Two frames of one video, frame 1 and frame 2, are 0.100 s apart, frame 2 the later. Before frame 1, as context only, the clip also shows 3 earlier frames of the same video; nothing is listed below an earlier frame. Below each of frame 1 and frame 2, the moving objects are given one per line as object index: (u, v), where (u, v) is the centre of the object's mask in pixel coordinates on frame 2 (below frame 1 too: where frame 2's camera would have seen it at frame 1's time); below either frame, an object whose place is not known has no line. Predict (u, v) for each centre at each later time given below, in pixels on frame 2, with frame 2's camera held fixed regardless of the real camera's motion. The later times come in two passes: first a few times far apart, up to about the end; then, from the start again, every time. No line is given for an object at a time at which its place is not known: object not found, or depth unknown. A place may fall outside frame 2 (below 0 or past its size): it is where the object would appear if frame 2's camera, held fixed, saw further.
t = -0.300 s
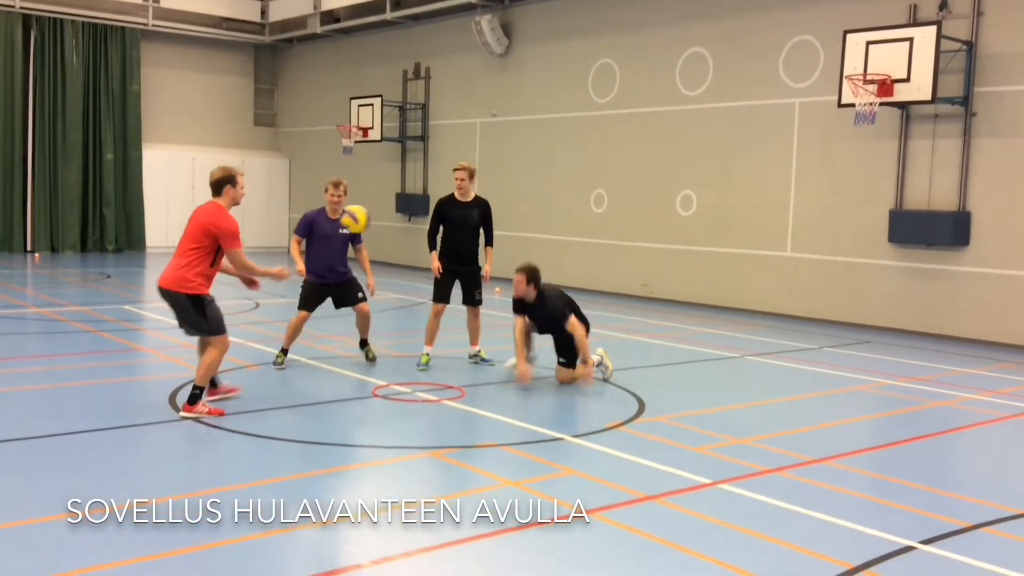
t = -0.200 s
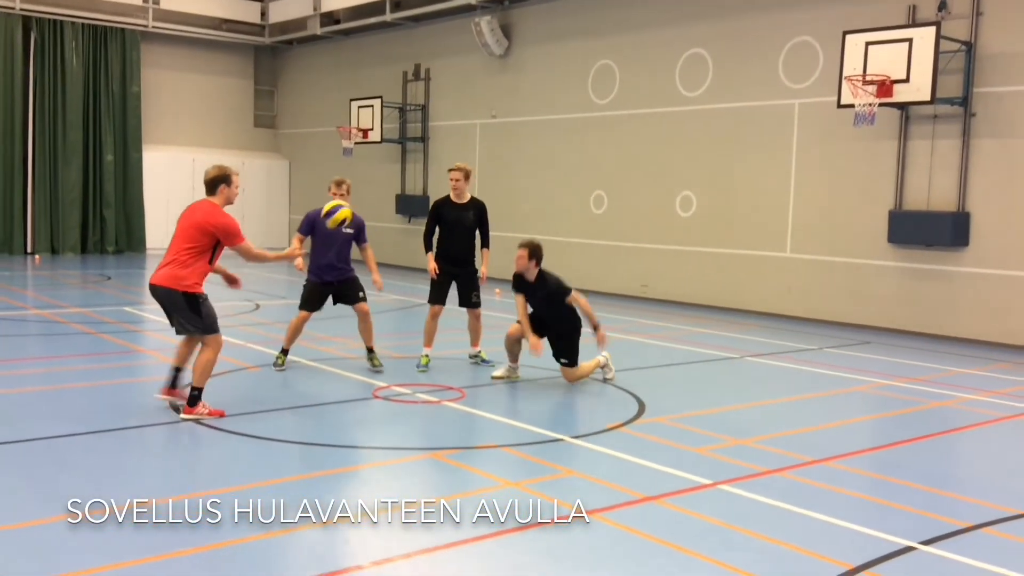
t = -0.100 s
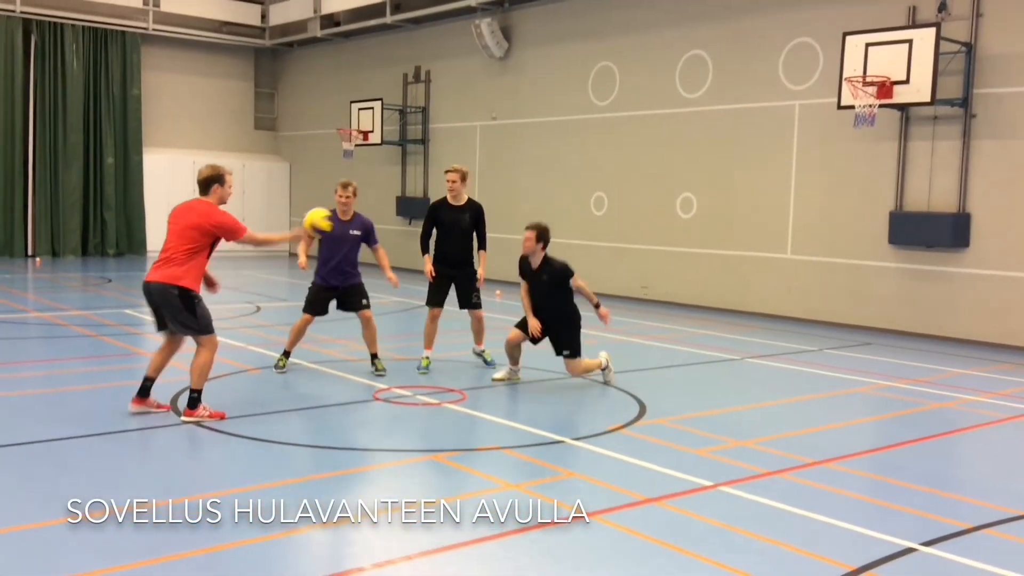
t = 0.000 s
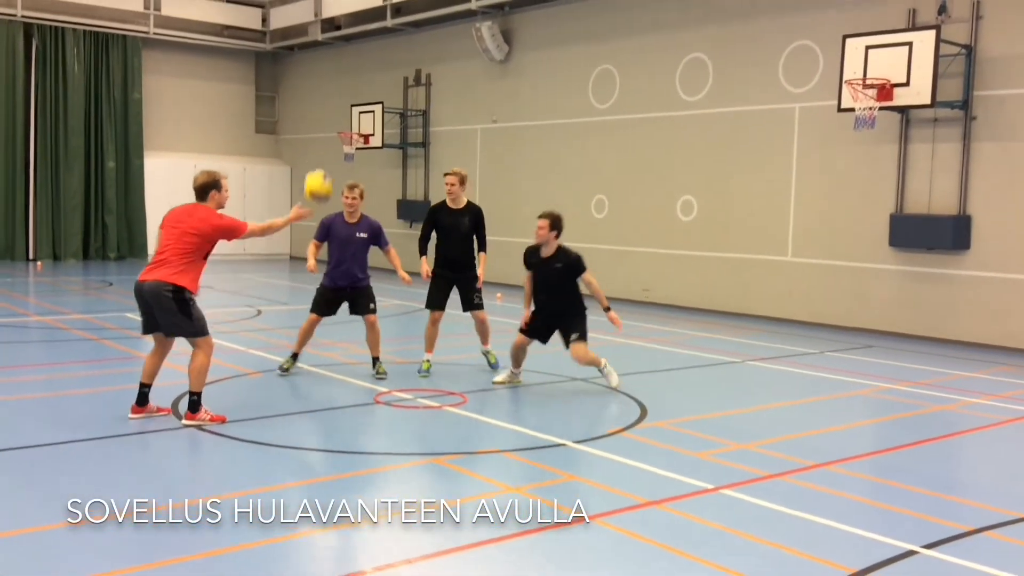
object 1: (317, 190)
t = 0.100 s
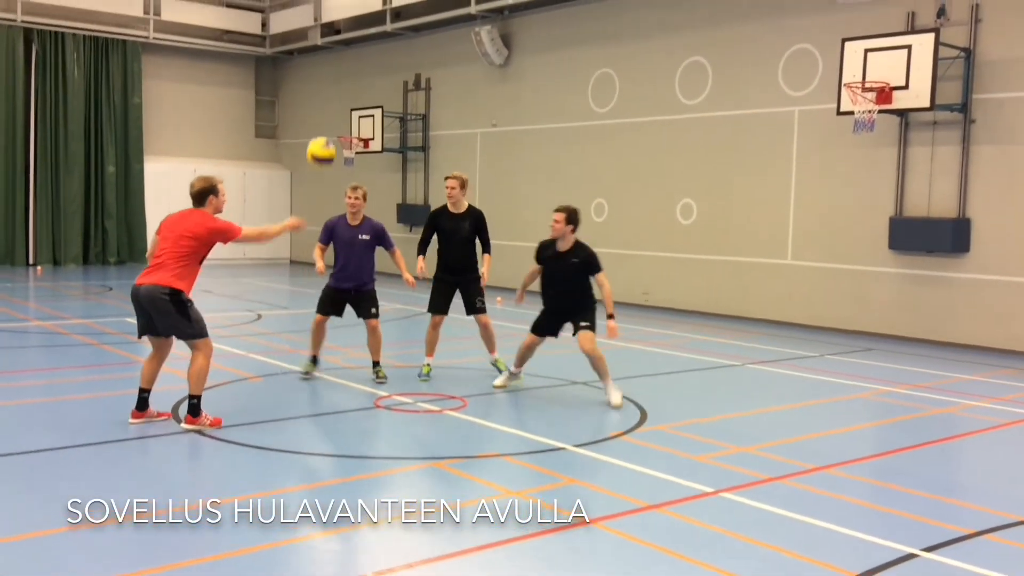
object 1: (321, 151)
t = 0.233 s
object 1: (325, 120)
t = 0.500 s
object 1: (333, 128)
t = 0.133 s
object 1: (322, 141)
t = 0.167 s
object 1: (323, 133)
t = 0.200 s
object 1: (324, 126)
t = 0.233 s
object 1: (325, 120)
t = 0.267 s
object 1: (326, 117)
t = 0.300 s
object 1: (328, 115)
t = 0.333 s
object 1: (328, 114)
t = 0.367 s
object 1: (329, 115)
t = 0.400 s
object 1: (330, 116)
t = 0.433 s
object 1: (331, 118)
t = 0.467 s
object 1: (332, 123)
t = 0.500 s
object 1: (333, 128)
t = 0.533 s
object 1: (334, 135)
